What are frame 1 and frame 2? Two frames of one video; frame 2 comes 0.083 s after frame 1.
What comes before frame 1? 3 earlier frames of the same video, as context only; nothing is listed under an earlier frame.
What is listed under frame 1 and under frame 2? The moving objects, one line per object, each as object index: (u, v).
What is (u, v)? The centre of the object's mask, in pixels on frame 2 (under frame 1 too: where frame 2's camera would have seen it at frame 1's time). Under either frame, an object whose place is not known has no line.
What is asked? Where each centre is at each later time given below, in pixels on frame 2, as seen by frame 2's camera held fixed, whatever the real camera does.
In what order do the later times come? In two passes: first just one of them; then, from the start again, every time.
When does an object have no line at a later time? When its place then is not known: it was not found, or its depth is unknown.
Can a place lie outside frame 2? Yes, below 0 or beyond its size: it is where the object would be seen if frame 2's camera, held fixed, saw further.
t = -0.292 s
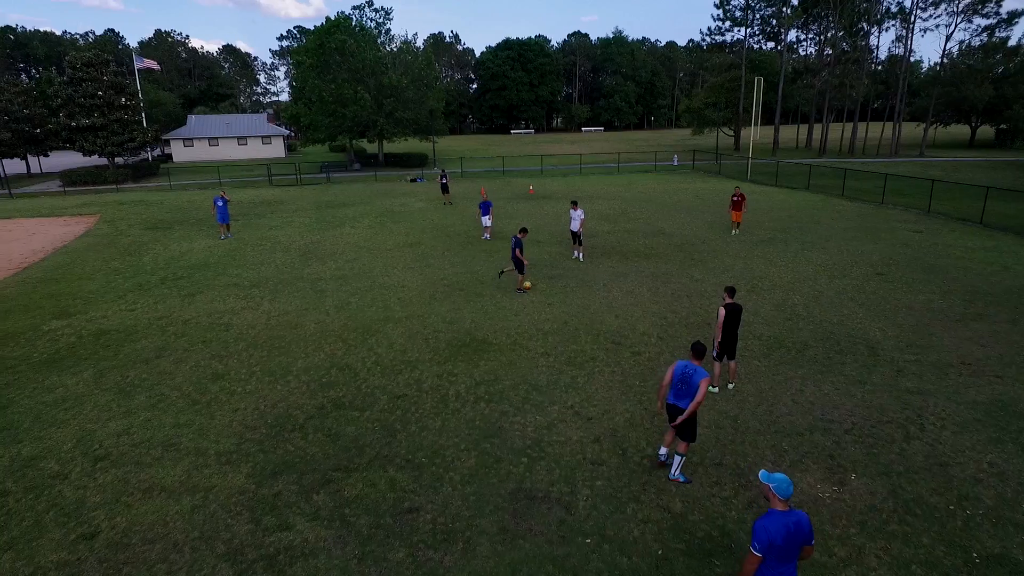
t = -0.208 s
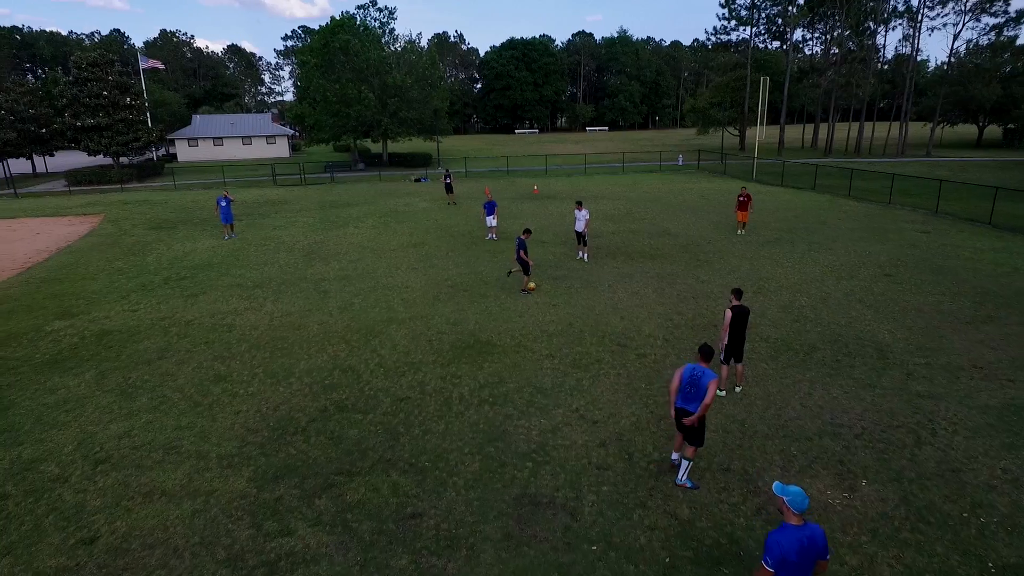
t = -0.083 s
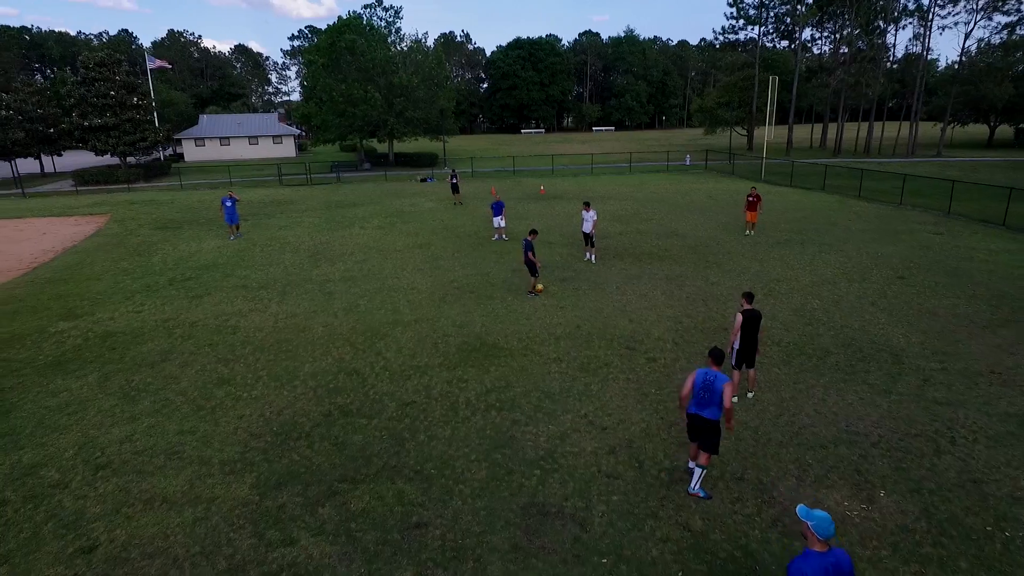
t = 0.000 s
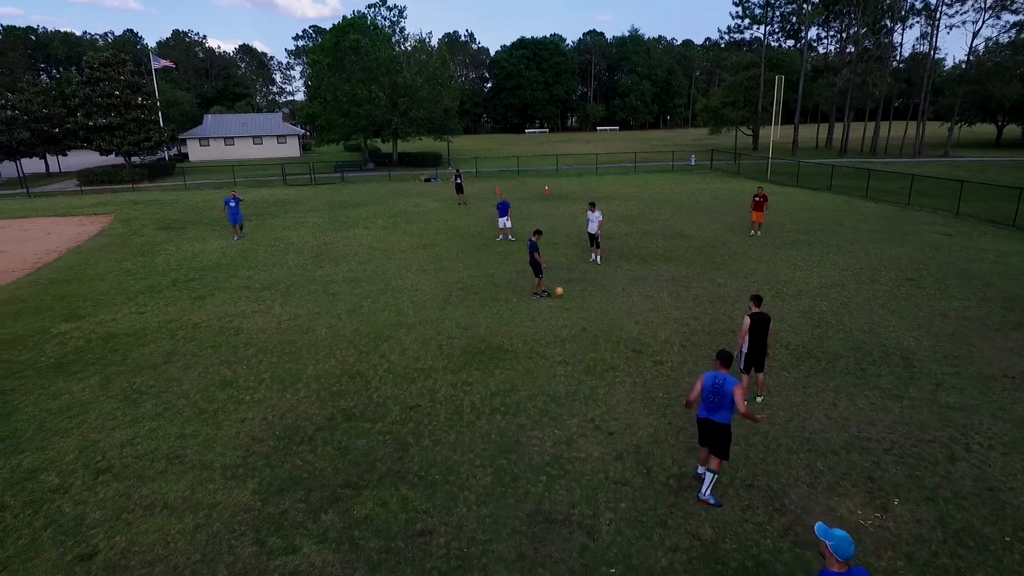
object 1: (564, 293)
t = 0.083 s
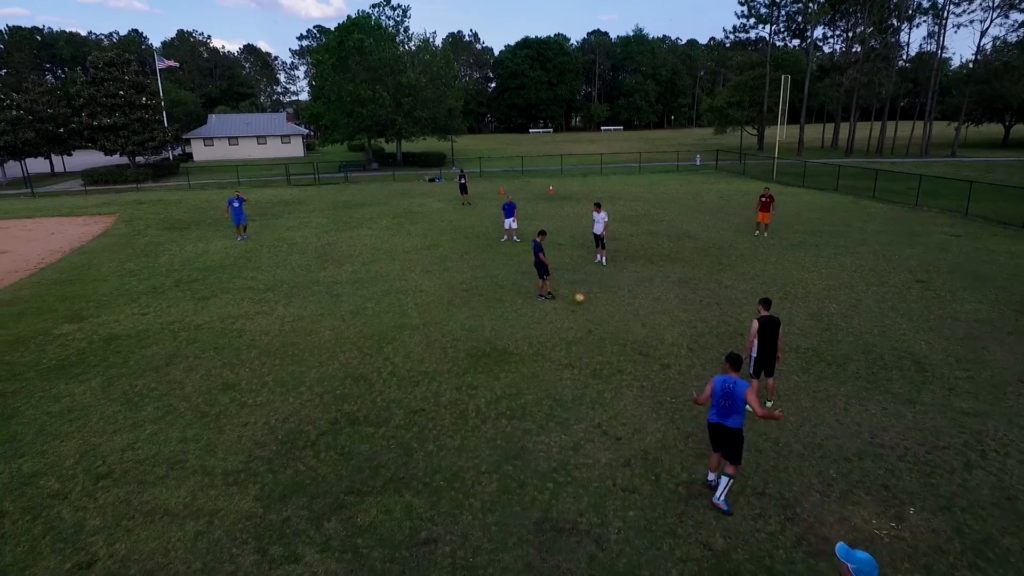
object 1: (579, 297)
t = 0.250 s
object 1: (611, 314)
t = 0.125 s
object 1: (587, 302)
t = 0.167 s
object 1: (595, 306)
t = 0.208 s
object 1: (604, 311)
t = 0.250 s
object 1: (611, 314)
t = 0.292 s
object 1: (618, 316)
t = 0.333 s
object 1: (626, 319)
